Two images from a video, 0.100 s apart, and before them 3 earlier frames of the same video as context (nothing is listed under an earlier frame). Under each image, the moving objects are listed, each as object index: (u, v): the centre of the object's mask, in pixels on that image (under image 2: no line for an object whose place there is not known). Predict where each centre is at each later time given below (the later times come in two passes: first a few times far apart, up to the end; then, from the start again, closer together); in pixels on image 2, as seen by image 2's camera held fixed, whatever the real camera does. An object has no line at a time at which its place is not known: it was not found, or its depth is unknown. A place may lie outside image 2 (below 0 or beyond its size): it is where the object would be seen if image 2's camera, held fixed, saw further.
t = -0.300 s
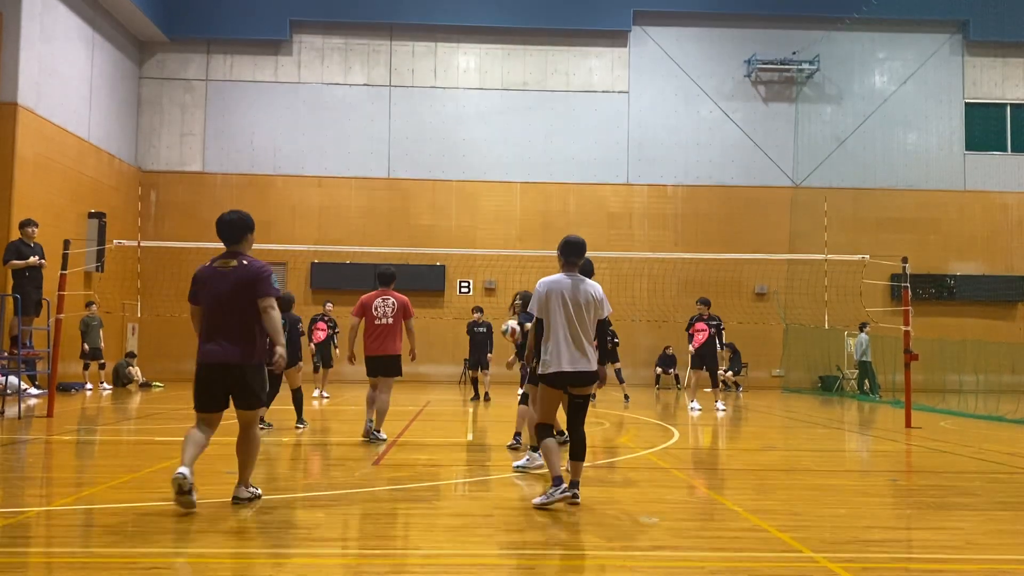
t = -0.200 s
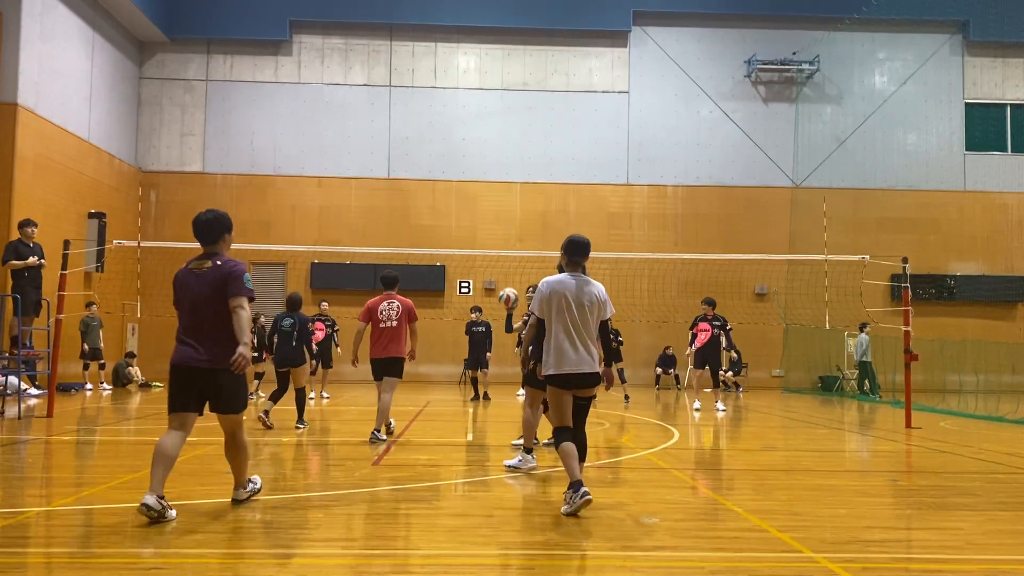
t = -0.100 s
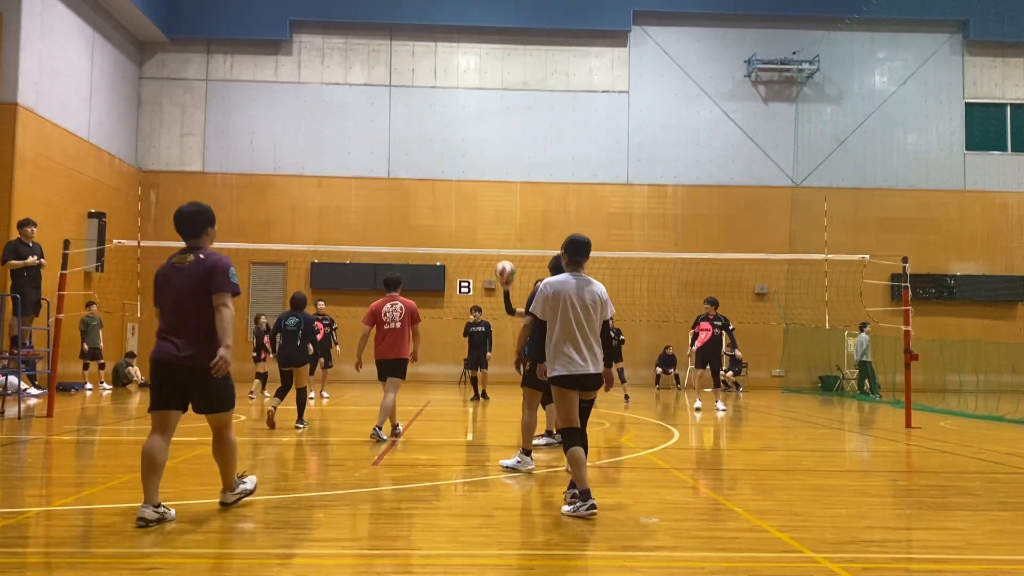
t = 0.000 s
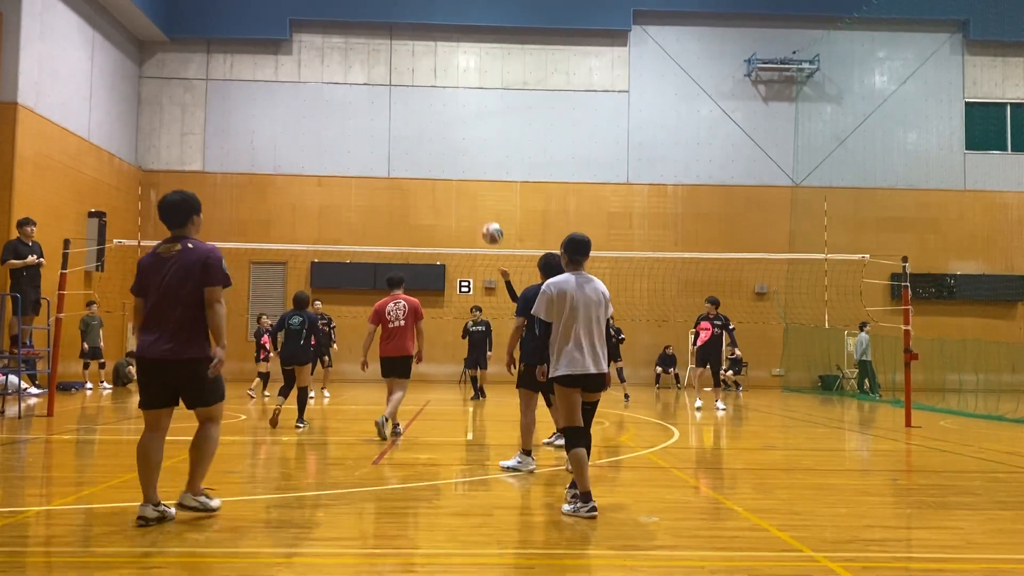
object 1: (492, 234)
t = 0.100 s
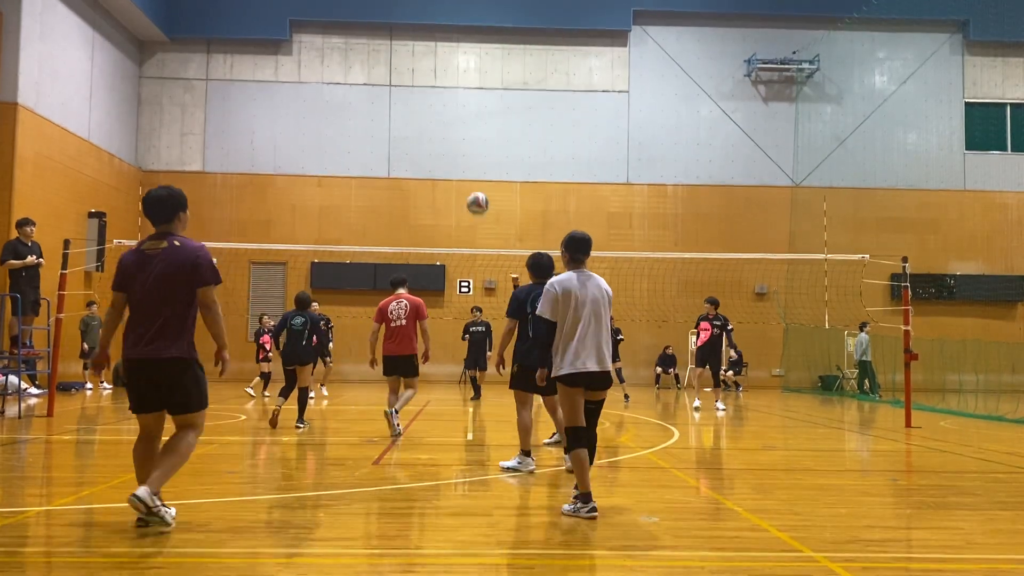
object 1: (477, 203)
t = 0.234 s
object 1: (456, 175)
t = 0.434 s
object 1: (416, 165)
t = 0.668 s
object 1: (357, 215)
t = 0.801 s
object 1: (316, 288)
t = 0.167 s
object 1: (467, 188)
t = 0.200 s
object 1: (461, 181)
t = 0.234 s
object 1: (456, 175)
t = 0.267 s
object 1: (450, 171)
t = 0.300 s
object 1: (443, 167)
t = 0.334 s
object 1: (437, 164)
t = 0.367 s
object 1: (430, 163)
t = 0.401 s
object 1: (423, 163)
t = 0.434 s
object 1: (416, 165)
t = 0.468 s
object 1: (408, 167)
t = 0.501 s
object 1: (400, 171)
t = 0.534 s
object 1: (393, 176)
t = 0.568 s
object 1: (385, 183)
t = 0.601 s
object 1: (375, 192)
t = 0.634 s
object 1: (366, 202)
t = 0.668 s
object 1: (357, 215)
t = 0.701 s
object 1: (347, 231)
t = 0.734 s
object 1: (337, 246)
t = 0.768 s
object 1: (326, 267)
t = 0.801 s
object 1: (316, 288)
